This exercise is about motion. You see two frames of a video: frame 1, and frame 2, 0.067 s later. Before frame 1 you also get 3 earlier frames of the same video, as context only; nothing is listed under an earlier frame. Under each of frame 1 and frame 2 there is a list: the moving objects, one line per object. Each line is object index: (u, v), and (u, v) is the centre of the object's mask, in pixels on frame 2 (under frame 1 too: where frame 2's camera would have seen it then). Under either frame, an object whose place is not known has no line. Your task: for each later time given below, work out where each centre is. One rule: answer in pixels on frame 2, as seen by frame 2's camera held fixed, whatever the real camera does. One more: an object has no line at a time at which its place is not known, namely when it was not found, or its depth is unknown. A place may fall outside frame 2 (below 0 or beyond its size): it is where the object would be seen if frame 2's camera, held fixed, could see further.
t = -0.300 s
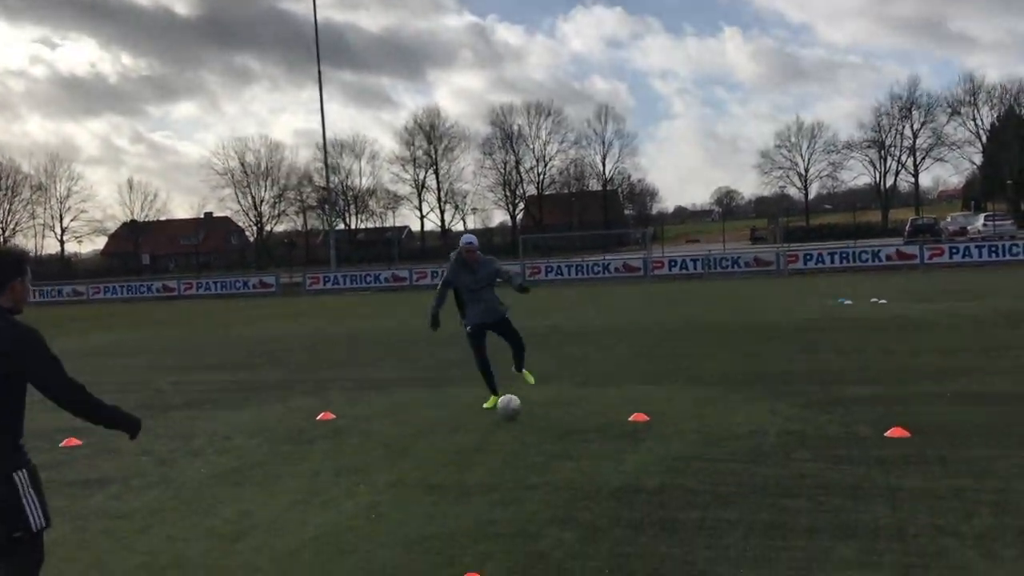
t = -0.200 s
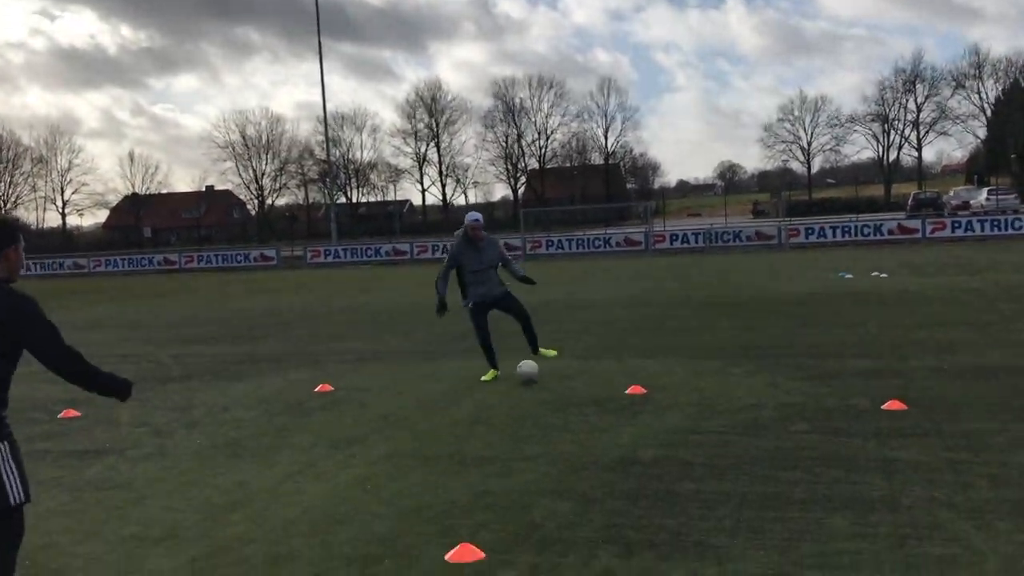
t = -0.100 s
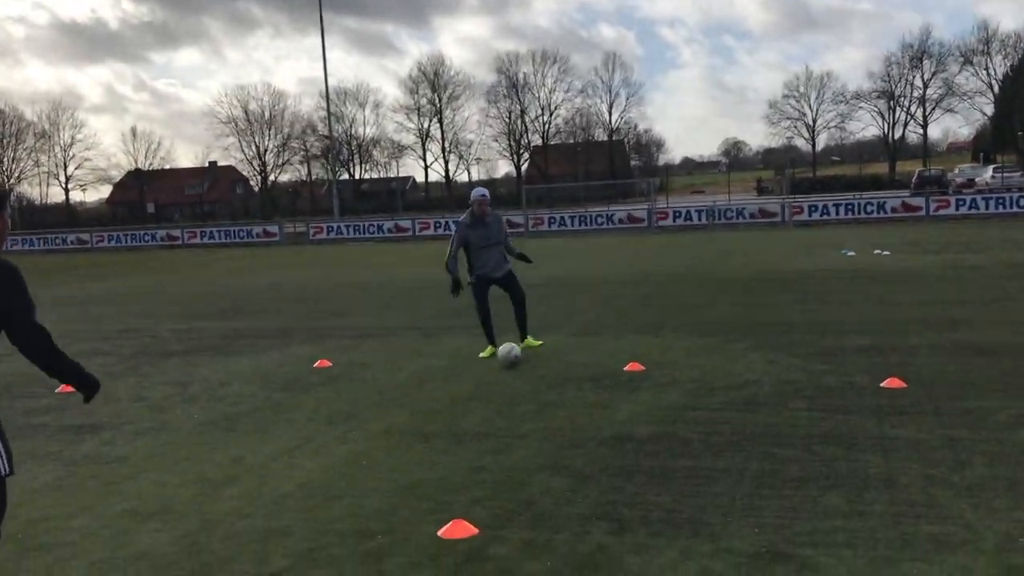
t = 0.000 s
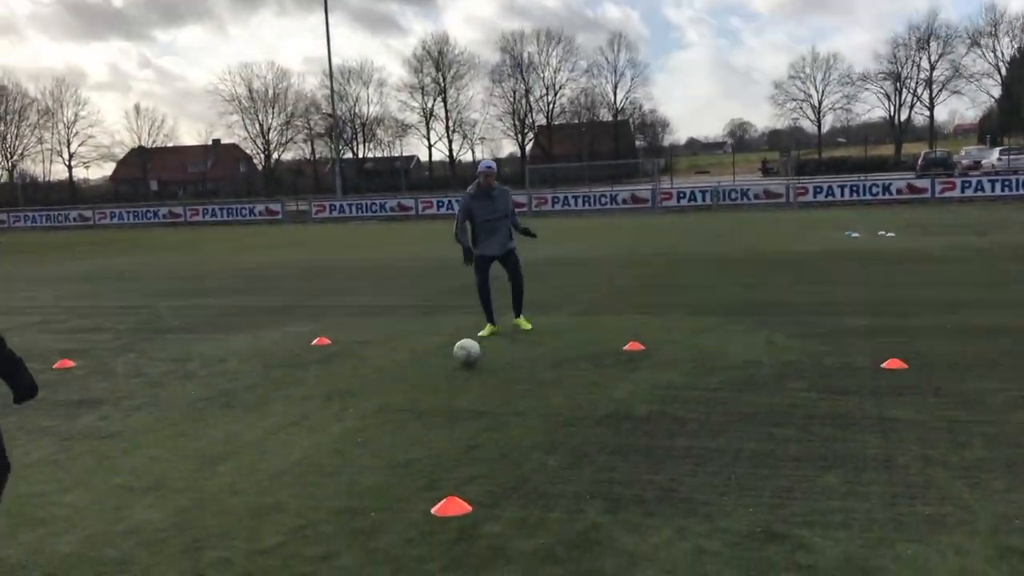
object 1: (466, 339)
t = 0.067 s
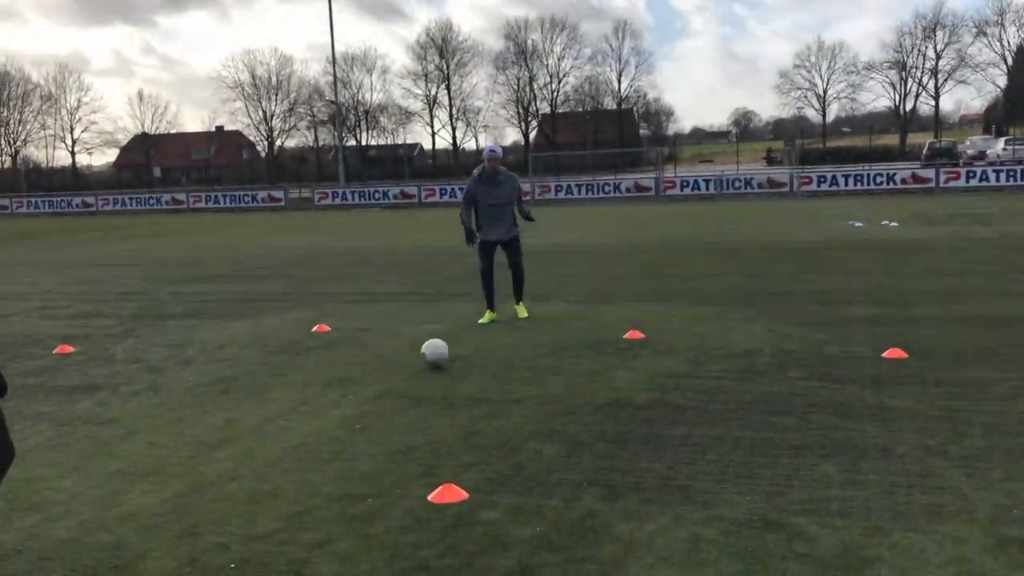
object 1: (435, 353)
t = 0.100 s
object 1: (418, 360)
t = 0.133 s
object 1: (400, 370)
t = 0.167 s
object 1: (381, 379)
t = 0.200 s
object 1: (362, 387)
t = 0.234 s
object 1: (342, 396)
